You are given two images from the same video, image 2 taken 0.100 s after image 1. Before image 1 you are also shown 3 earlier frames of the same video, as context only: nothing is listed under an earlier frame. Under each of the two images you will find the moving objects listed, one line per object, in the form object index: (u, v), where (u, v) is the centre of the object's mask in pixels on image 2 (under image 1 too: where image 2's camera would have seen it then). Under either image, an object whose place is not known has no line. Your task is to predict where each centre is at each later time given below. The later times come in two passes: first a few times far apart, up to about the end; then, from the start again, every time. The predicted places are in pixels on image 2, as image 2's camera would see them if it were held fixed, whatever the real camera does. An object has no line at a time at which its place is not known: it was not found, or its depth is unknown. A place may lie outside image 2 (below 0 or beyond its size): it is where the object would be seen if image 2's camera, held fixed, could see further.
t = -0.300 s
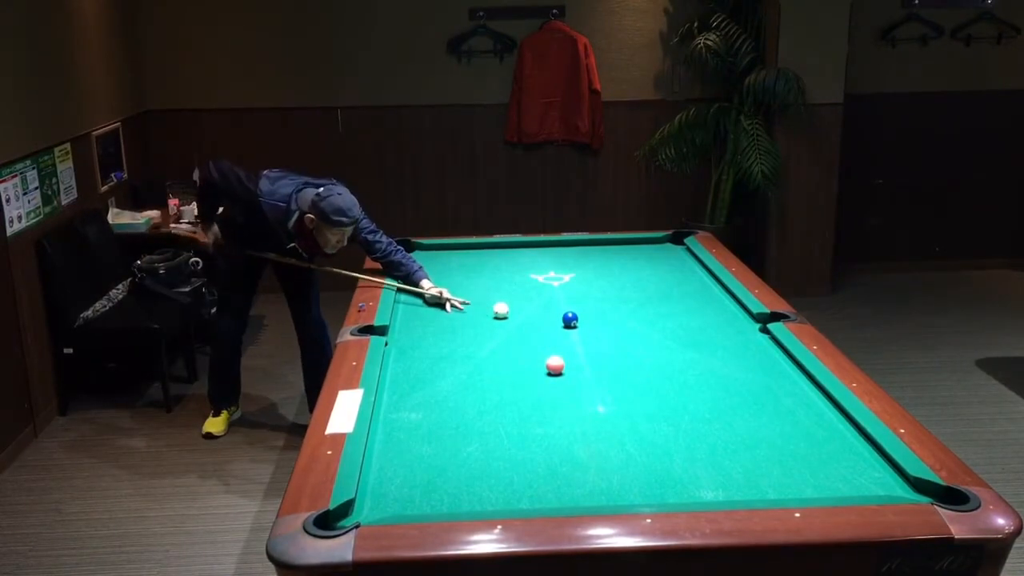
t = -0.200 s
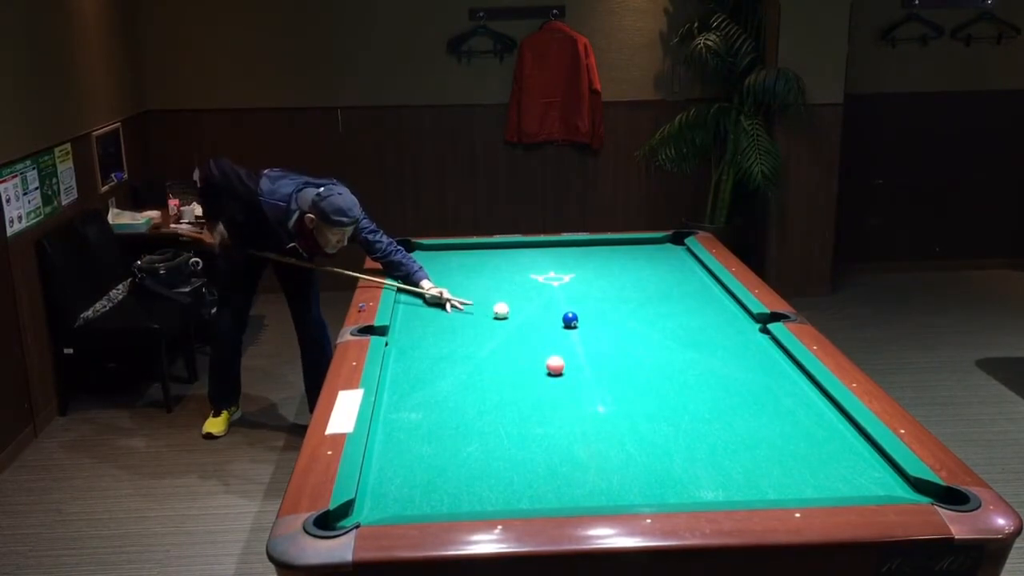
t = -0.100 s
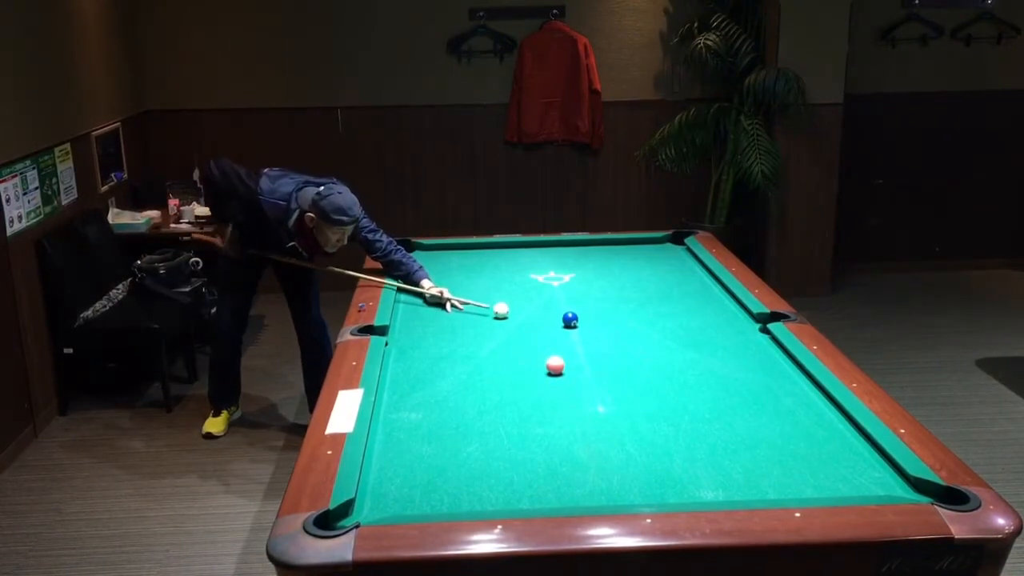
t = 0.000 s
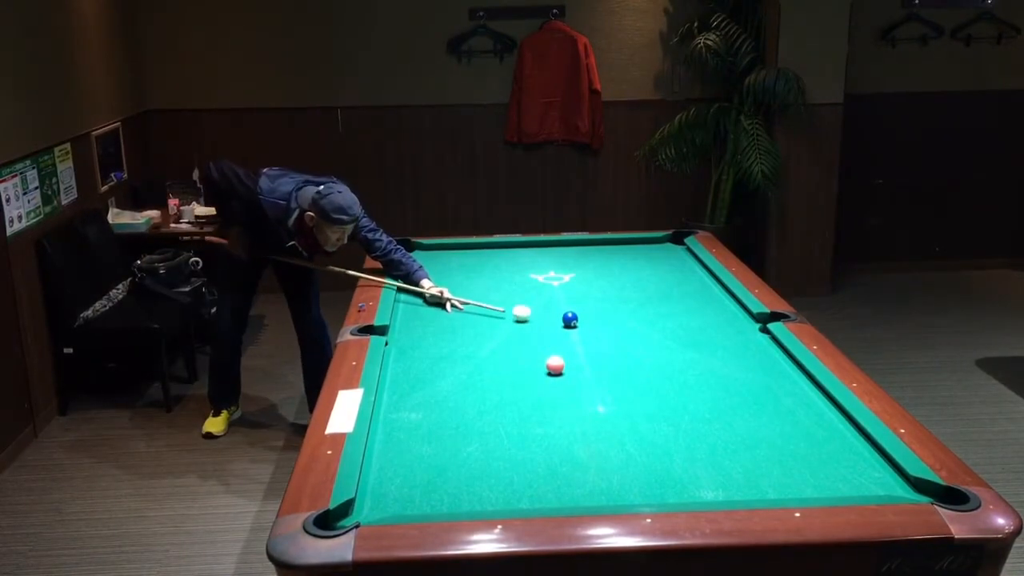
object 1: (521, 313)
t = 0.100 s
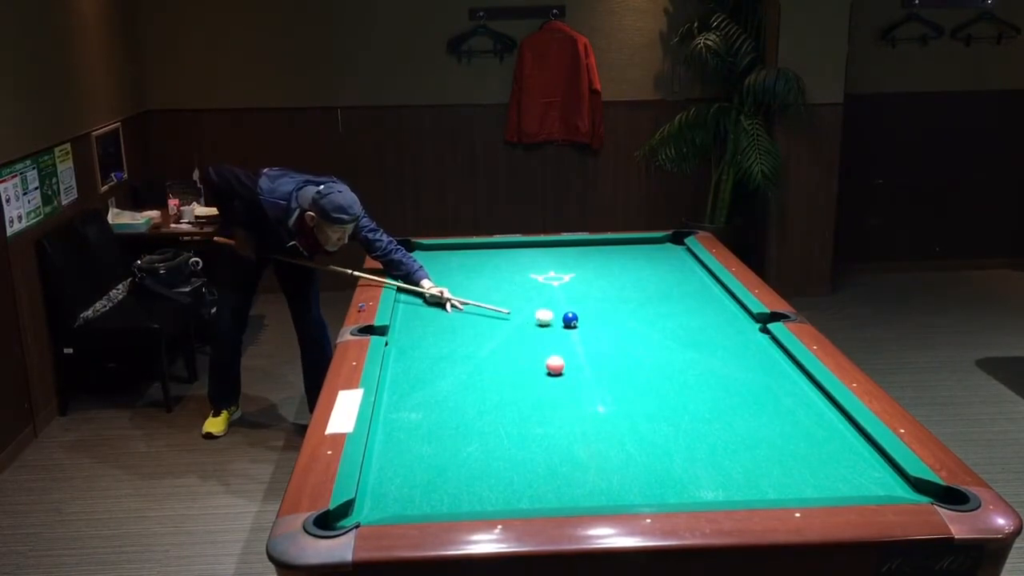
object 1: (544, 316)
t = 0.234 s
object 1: (556, 321)
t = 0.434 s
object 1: (566, 327)
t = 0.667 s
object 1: (577, 335)
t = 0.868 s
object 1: (587, 342)
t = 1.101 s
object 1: (597, 349)
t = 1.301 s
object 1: (607, 355)
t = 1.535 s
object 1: (617, 362)
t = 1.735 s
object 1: (626, 368)
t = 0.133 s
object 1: (551, 317)
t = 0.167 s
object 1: (554, 319)
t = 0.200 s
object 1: (554, 320)
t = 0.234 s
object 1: (556, 321)
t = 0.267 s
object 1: (558, 322)
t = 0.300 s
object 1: (559, 323)
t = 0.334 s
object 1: (561, 324)
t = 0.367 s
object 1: (562, 326)
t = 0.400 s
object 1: (564, 327)
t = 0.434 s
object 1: (566, 327)
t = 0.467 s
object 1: (567, 329)
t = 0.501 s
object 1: (569, 330)
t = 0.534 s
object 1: (570, 331)
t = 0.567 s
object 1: (572, 332)
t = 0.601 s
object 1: (574, 333)
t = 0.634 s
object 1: (575, 334)
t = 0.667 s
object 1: (577, 335)
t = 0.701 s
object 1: (578, 336)
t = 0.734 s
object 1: (580, 337)
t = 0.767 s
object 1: (582, 338)
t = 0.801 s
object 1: (583, 340)
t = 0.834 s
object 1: (585, 341)
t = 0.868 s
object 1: (587, 342)
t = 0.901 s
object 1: (588, 343)
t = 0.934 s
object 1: (590, 344)
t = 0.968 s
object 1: (591, 345)
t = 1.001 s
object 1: (593, 346)
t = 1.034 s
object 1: (594, 347)
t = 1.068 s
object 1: (596, 348)
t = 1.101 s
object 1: (597, 349)
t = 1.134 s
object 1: (599, 350)
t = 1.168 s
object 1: (601, 351)
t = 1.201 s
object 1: (602, 352)
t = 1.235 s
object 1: (603, 354)
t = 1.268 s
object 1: (605, 354)
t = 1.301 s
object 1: (607, 355)
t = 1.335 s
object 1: (608, 356)
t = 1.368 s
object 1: (610, 357)
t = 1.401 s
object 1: (611, 358)
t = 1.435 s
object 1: (613, 359)
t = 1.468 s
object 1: (614, 360)
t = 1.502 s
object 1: (616, 361)
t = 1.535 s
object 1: (617, 362)
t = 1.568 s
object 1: (619, 363)
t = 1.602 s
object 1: (620, 364)
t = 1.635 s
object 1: (622, 365)
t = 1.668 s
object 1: (623, 366)
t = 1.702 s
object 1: (624, 367)
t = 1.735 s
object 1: (626, 368)
